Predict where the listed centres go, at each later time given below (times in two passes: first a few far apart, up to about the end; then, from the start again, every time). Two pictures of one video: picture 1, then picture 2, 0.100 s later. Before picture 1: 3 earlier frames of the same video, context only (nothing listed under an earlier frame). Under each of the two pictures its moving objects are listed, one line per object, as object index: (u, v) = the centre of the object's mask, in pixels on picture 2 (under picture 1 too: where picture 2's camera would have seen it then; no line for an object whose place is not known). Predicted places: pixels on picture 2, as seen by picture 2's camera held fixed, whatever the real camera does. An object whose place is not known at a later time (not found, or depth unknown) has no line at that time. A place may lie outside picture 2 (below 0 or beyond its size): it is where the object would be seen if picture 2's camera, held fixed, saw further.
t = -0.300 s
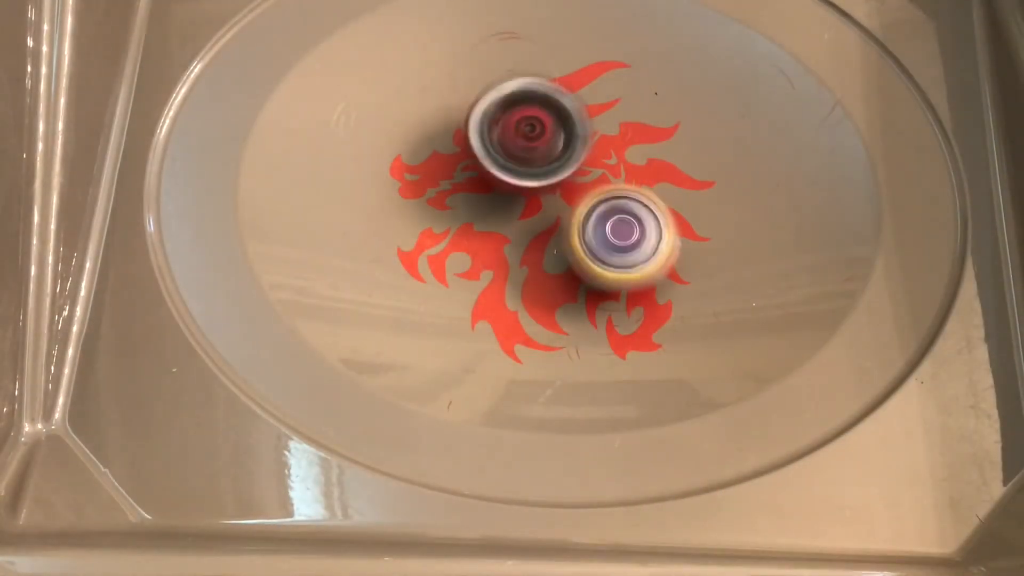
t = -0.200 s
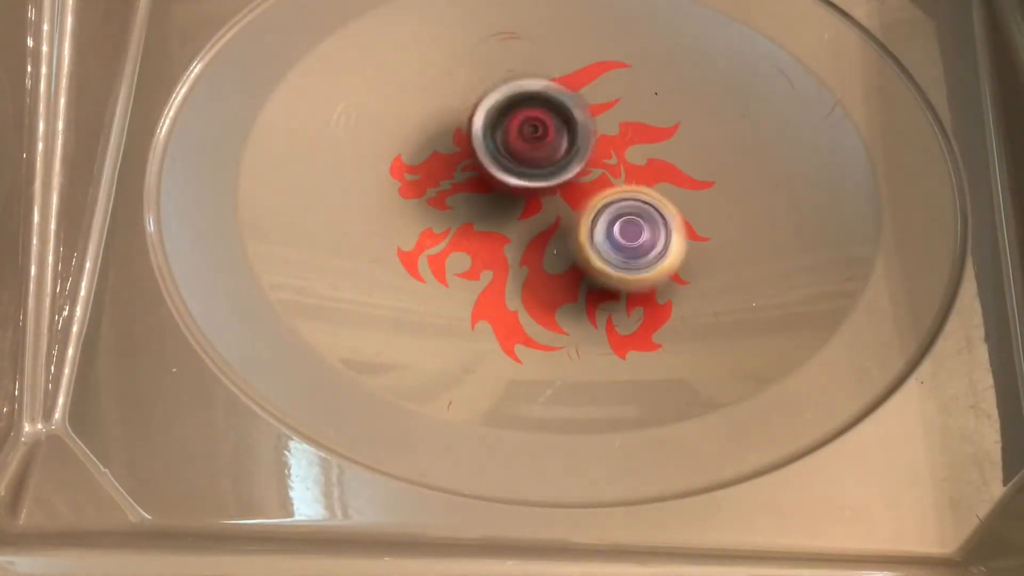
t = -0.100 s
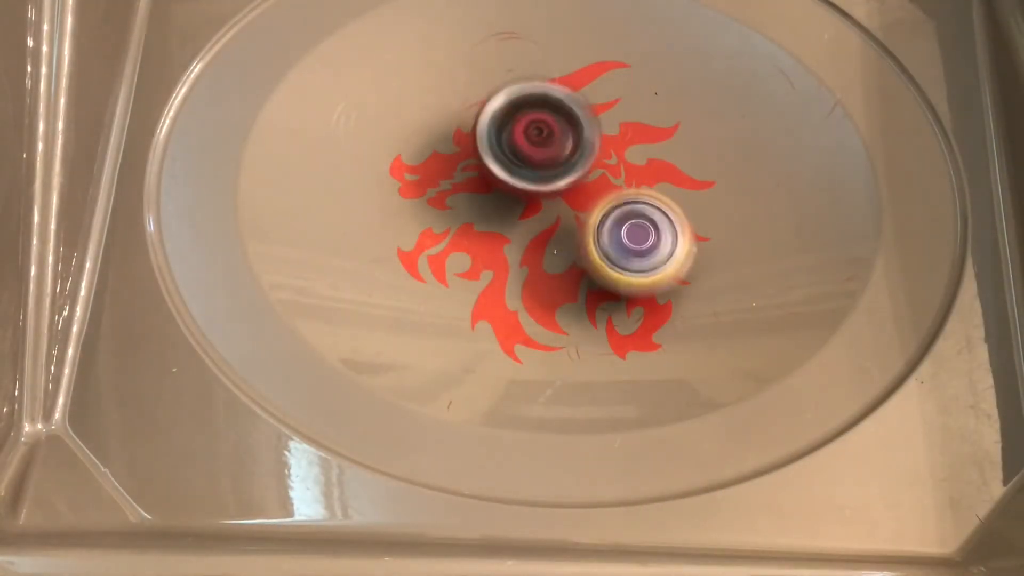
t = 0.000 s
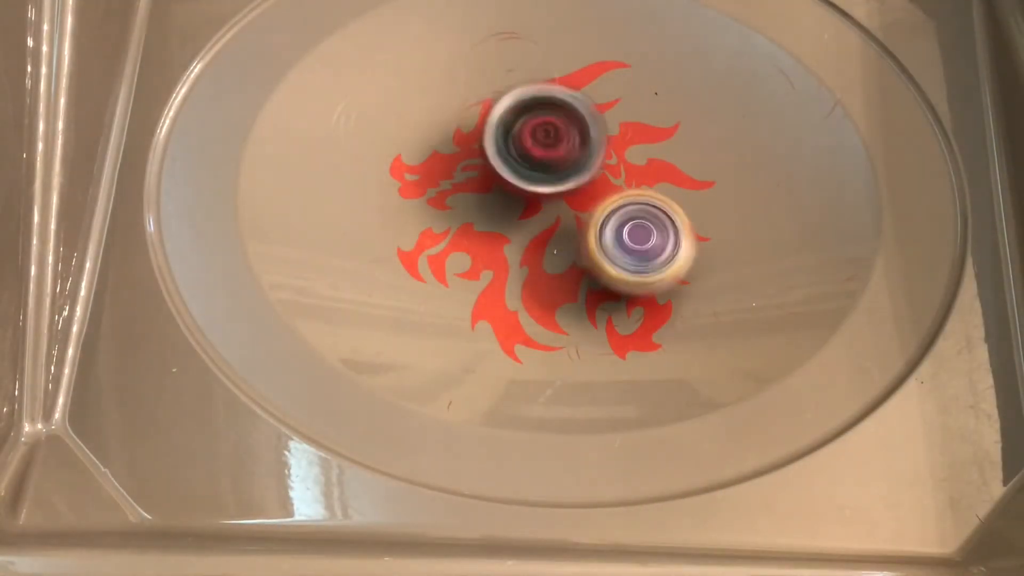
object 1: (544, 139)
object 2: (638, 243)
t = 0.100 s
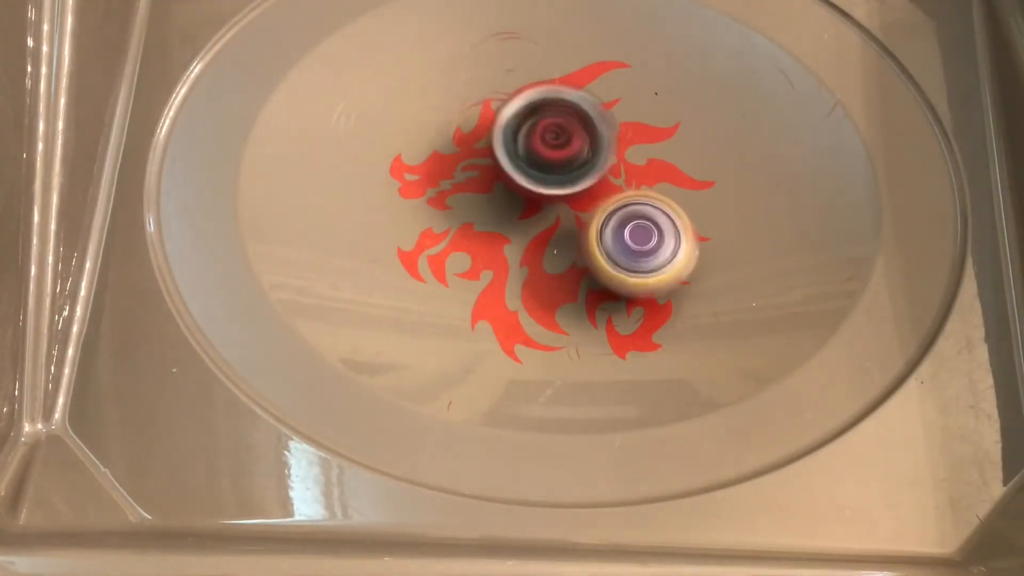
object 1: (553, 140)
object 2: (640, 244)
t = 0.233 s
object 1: (564, 142)
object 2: (637, 244)
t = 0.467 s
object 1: (572, 130)
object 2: (632, 242)
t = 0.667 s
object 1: (561, 112)
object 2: (627, 240)
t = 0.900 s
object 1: (531, 93)
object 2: (615, 229)
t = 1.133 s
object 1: (511, 107)
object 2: (604, 211)
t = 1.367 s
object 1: (481, 114)
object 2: (624, 220)
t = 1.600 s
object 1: (484, 134)
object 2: (637, 235)
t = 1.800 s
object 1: (505, 161)
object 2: (630, 246)
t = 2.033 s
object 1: (515, 157)
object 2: (633, 263)
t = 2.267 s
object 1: (507, 135)
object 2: (636, 256)
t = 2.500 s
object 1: (498, 126)
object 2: (620, 237)
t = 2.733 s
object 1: (504, 130)
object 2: (618, 207)
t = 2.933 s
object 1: (490, 125)
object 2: (651, 201)
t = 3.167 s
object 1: (479, 112)
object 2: (684, 208)
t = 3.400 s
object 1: (495, 128)
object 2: (673, 214)
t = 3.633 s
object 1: (512, 141)
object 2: (648, 217)
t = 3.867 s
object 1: (442, 108)
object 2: (710, 242)
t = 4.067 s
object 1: (439, 118)
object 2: (703, 234)
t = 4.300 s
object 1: (488, 149)
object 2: (663, 200)
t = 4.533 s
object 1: (527, 160)
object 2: (676, 158)
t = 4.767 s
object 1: (548, 144)
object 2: (703, 127)
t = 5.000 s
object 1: (556, 123)
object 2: (684, 131)
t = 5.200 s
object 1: (500, 126)
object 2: (666, 141)
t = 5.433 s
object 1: (473, 163)
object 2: (624, 133)
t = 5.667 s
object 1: (502, 209)
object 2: (593, 104)
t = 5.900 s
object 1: (564, 213)
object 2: (576, 83)
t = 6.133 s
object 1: (617, 189)
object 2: (558, 87)
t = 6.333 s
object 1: (630, 171)
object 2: (541, 95)
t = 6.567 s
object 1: (631, 171)
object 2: (519, 96)
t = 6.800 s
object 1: (620, 177)
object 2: (501, 107)
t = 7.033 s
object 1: (610, 192)
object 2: (493, 120)
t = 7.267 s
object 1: (608, 210)
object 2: (480, 131)
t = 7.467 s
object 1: (611, 219)
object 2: (470, 136)
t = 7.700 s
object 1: (609, 219)
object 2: (469, 150)
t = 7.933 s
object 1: (595, 218)
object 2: (471, 164)
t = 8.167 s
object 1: (579, 224)
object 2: (465, 178)
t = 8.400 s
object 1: (581, 231)
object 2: (459, 186)
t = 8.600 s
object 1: (584, 228)
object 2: (463, 194)
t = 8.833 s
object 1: (627, 220)
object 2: (449, 178)
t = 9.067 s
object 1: (628, 193)
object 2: (478, 185)
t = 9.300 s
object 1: (604, 175)
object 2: (479, 211)
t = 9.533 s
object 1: (596, 178)
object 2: (451, 222)
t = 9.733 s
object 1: (591, 193)
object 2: (459, 215)
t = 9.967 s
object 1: (655, 201)
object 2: (452, 207)
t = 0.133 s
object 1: (554, 140)
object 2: (640, 244)
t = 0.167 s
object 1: (560, 141)
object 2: (639, 244)
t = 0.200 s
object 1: (562, 142)
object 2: (638, 244)
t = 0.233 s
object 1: (564, 142)
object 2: (637, 244)
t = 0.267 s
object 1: (567, 140)
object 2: (638, 244)
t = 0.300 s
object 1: (570, 141)
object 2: (637, 244)
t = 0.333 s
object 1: (569, 139)
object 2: (637, 244)
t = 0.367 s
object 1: (571, 135)
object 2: (635, 243)
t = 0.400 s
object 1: (574, 134)
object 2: (634, 244)
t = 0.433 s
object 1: (572, 134)
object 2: (633, 244)
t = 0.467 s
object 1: (572, 130)
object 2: (632, 242)
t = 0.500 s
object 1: (574, 129)
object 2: (631, 240)
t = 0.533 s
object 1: (573, 129)
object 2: (628, 238)
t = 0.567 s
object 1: (572, 127)
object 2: (627, 237)
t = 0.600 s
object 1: (569, 122)
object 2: (627, 239)
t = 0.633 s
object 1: (565, 116)
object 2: (628, 240)
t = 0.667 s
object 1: (561, 112)
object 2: (627, 240)
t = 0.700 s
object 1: (558, 107)
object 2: (626, 239)
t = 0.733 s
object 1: (553, 104)
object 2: (624, 238)
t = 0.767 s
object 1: (549, 101)
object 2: (622, 237)
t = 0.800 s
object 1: (545, 98)
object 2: (620, 235)
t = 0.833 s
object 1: (540, 96)
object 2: (619, 233)
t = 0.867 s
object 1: (535, 94)
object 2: (616, 231)
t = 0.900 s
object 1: (531, 93)
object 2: (615, 229)
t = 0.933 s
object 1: (527, 94)
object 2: (613, 227)
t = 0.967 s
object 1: (524, 92)
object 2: (611, 224)
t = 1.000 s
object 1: (523, 94)
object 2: (609, 222)
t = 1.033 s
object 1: (519, 96)
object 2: (608, 220)
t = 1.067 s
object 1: (517, 97)
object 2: (607, 217)
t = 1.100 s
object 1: (515, 99)
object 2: (606, 215)
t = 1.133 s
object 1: (511, 107)
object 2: (604, 211)
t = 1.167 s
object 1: (509, 109)
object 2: (603, 208)
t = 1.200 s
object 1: (508, 115)
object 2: (602, 205)
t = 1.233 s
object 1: (505, 118)
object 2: (604, 206)
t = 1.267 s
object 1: (493, 114)
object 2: (614, 214)
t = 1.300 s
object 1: (488, 116)
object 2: (620, 218)
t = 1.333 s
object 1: (484, 116)
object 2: (622, 219)
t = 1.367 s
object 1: (481, 114)
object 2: (624, 220)
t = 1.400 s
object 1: (482, 116)
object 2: (629, 223)
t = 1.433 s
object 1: (480, 117)
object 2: (631, 225)
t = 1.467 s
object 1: (481, 117)
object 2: (634, 226)
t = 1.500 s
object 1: (482, 121)
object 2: (634, 229)
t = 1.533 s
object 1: (481, 125)
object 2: (635, 231)
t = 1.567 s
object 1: (482, 128)
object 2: (637, 233)
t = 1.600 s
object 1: (484, 134)
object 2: (637, 235)
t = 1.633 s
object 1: (484, 139)
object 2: (636, 237)
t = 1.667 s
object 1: (487, 143)
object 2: (636, 240)
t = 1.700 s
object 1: (492, 149)
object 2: (636, 242)
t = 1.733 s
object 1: (495, 154)
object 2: (635, 243)
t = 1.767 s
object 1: (499, 157)
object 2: (632, 245)
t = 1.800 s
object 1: (505, 161)
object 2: (630, 246)
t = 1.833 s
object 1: (510, 166)
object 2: (628, 247)
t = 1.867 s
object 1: (517, 168)
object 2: (625, 247)
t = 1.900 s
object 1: (523, 171)
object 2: (622, 248)
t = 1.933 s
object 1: (523, 170)
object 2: (625, 252)
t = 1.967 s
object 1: (518, 164)
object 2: (631, 261)
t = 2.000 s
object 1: (517, 162)
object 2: (632, 263)
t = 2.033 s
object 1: (515, 157)
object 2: (633, 263)
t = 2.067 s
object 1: (515, 152)
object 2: (635, 264)
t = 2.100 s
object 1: (513, 149)
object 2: (637, 264)
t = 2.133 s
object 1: (511, 146)
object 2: (637, 263)
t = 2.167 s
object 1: (511, 142)
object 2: (637, 262)
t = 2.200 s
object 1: (509, 141)
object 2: (638, 261)
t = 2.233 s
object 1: (506, 136)
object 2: (637, 258)
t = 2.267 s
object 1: (507, 135)
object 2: (636, 256)
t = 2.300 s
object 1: (504, 133)
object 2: (634, 256)
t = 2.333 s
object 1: (502, 130)
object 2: (632, 253)
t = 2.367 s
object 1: (502, 129)
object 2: (629, 250)
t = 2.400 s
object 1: (499, 128)
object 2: (625, 247)
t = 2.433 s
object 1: (499, 127)
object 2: (624, 245)
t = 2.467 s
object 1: (499, 127)
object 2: (622, 241)
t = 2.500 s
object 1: (498, 126)
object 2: (620, 237)
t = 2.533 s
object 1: (499, 126)
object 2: (618, 233)
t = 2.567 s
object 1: (499, 126)
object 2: (618, 230)
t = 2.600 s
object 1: (499, 126)
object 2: (617, 225)
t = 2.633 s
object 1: (501, 126)
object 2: (617, 221)
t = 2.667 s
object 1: (501, 128)
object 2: (617, 218)
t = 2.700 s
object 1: (502, 128)
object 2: (618, 213)
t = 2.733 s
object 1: (504, 130)
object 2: (618, 207)
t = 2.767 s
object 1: (505, 130)
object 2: (619, 204)
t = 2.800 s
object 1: (509, 132)
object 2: (621, 200)
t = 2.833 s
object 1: (511, 134)
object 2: (623, 195)
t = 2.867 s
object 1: (503, 130)
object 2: (632, 197)
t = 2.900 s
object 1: (496, 126)
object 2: (645, 201)
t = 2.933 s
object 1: (490, 125)
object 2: (651, 201)
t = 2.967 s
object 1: (485, 120)
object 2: (659, 201)
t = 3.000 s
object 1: (482, 119)
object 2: (666, 205)
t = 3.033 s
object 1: (478, 118)
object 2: (670, 204)
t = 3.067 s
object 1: (477, 114)
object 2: (676, 205)
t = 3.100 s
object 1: (477, 114)
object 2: (680, 206)
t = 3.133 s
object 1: (476, 113)
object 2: (682, 207)
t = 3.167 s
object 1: (479, 112)
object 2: (684, 208)
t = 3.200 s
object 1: (479, 113)
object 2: (685, 210)
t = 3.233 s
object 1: (480, 112)
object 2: (685, 211)
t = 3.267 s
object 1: (484, 115)
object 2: (685, 212)
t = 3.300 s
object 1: (485, 117)
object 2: (683, 213)
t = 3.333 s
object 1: (488, 120)
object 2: (681, 214)
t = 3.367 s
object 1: (492, 127)
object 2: (677, 214)
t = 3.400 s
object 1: (495, 128)
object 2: (673, 214)
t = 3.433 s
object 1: (501, 133)
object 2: (667, 214)
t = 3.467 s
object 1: (505, 137)
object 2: (662, 213)
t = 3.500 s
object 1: (511, 139)
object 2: (656, 212)
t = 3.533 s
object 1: (517, 144)
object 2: (649, 212)
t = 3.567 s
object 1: (521, 145)
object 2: (643, 210)
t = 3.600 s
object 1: (529, 146)
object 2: (635, 208)
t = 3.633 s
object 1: (512, 141)
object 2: (648, 217)
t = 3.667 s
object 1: (490, 130)
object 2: (672, 230)
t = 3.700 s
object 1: (472, 126)
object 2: (688, 239)
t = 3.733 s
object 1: (463, 122)
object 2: (696, 245)
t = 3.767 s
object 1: (458, 119)
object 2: (699, 244)
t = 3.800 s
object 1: (452, 114)
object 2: (703, 243)
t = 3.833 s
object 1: (448, 111)
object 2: (708, 243)
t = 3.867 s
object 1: (442, 108)
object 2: (710, 242)
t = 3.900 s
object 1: (439, 108)
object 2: (712, 241)
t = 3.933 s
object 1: (435, 107)
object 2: (714, 241)
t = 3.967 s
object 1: (435, 108)
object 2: (712, 240)
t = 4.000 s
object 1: (434, 111)
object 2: (707, 239)
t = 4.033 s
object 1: (436, 114)
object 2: (706, 236)
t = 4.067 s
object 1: (439, 118)
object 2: (703, 234)
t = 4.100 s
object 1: (442, 121)
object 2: (698, 231)
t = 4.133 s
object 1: (447, 126)
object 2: (693, 226)
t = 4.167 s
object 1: (453, 128)
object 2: (688, 223)
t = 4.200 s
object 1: (460, 133)
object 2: (681, 218)
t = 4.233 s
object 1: (467, 138)
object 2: (674, 211)
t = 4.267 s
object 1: (479, 145)
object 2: (668, 205)
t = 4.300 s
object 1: (488, 149)
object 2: (663, 200)
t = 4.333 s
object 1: (498, 151)
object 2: (657, 195)
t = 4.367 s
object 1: (507, 155)
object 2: (652, 188)
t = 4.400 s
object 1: (521, 161)
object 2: (649, 181)
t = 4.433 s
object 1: (526, 161)
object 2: (648, 174)
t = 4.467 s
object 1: (523, 161)
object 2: (661, 170)
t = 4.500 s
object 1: (520, 162)
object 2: (671, 164)
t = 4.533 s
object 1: (527, 160)
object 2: (676, 158)
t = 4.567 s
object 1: (530, 159)
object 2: (682, 150)
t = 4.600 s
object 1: (534, 156)
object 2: (687, 144)
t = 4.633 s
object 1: (537, 154)
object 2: (692, 140)
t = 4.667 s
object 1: (542, 150)
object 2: (697, 134)
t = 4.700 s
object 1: (542, 149)
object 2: (699, 132)
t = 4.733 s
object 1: (546, 146)
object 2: (702, 129)
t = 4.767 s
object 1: (548, 144)
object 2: (703, 127)
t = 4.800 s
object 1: (551, 139)
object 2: (703, 128)
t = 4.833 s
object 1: (550, 138)
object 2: (703, 126)
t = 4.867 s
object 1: (554, 133)
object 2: (701, 128)
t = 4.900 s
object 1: (553, 132)
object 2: (700, 128)
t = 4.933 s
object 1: (555, 127)
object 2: (695, 128)
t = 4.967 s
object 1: (554, 127)
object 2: (691, 131)
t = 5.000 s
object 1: (556, 123)
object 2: (684, 131)
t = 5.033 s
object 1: (554, 123)
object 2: (676, 133)
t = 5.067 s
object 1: (551, 120)
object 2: (673, 135)
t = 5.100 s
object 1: (532, 123)
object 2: (678, 136)
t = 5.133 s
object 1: (518, 122)
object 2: (679, 140)
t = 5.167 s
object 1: (508, 123)
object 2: (672, 141)
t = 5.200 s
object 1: (500, 126)
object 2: (666, 141)
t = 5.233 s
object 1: (491, 129)
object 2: (662, 140)
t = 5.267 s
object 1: (486, 134)
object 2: (654, 139)
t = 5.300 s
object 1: (481, 137)
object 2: (649, 139)
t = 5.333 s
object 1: (475, 146)
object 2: (643, 139)
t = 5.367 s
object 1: (475, 150)
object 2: (637, 138)
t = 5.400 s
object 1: (472, 158)
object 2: (631, 135)
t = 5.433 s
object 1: (473, 163)
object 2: (624, 133)
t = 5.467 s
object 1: (472, 170)
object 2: (620, 131)
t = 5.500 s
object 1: (475, 178)
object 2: (612, 127)
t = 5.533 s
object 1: (477, 184)
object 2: (608, 124)
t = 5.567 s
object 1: (481, 192)
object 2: (604, 119)
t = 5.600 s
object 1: (487, 199)
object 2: (599, 115)
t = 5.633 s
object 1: (493, 205)
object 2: (596, 109)
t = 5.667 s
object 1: (502, 209)
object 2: (593, 104)
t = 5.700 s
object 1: (508, 212)
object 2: (593, 101)
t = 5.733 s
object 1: (521, 218)
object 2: (590, 95)
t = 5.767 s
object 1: (529, 219)
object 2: (588, 93)
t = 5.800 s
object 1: (539, 221)
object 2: (585, 88)
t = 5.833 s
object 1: (548, 218)
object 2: (582, 86)
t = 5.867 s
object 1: (556, 217)
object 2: (581, 84)
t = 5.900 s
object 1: (564, 213)
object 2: (576, 83)
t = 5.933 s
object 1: (573, 211)
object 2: (575, 82)
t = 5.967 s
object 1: (582, 206)
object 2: (572, 81)
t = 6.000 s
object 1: (592, 199)
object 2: (569, 84)
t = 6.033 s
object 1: (597, 194)
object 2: (566, 85)
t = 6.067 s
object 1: (603, 188)
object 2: (563, 88)
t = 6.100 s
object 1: (610, 190)
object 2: (559, 84)
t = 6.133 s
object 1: (617, 189)
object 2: (558, 87)
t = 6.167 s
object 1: (621, 183)
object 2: (555, 90)
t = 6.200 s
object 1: (620, 182)
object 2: (548, 92)
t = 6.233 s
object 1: (621, 180)
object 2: (546, 94)
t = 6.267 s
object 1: (622, 178)
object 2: (544, 95)
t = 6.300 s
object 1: (629, 177)
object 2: (543, 95)
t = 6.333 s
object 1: (630, 171)
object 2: (541, 95)
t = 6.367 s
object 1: (630, 170)
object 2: (538, 97)
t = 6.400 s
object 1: (631, 170)
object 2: (534, 95)
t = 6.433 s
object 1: (632, 170)
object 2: (534, 95)
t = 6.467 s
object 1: (633, 169)
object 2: (530, 95)
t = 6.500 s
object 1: (630, 169)
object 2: (525, 96)
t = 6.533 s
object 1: (630, 171)
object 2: (522, 94)
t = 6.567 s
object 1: (631, 171)
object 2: (519, 96)
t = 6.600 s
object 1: (630, 170)
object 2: (516, 97)
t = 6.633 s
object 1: (629, 170)
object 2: (511, 98)
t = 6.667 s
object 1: (626, 172)
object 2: (509, 98)
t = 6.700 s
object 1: (626, 173)
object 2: (507, 101)
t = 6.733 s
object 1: (624, 173)
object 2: (506, 102)
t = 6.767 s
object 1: (621, 174)
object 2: (502, 104)
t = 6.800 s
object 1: (620, 177)
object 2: (501, 107)
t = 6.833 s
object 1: (618, 178)
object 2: (499, 110)
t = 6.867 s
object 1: (618, 180)
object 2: (498, 112)
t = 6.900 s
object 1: (615, 182)
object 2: (496, 113)
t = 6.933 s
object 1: (612, 186)
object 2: (497, 114)
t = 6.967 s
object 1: (613, 188)
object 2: (496, 116)
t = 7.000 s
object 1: (611, 190)
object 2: (495, 119)
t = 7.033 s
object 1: (610, 192)
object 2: (493, 120)
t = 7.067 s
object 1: (609, 195)
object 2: (491, 122)
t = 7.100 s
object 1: (608, 198)
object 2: (490, 124)
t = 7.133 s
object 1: (609, 201)
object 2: (488, 126)
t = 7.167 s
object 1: (607, 202)
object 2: (486, 127)
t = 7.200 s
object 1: (607, 206)
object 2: (484, 128)
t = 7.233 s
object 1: (608, 208)
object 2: (483, 129)
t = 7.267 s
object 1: (608, 210)
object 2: (480, 131)
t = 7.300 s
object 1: (609, 213)
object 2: (479, 131)
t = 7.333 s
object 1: (610, 214)
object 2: (477, 131)
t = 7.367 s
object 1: (609, 216)
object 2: (476, 132)
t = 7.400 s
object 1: (611, 218)
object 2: (473, 133)
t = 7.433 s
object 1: (611, 218)
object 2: (472, 134)
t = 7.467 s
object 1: (611, 219)
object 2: (470, 136)
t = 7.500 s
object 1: (612, 220)
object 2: (469, 138)
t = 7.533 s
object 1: (612, 220)
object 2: (468, 140)
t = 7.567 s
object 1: (612, 220)
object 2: (468, 142)
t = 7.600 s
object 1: (611, 218)
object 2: (468, 144)
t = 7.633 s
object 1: (608, 220)
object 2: (468, 147)
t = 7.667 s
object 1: (609, 221)
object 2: (469, 148)
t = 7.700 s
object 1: (609, 219)
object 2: (469, 150)
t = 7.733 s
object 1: (607, 218)
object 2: (471, 153)
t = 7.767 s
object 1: (604, 218)
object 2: (471, 155)
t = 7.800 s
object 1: (602, 219)
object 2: (471, 156)
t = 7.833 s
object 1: (602, 219)
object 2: (471, 158)
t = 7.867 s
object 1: (600, 217)
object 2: (472, 160)
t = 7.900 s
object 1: (596, 218)
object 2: (471, 162)
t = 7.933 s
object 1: (595, 218)
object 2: (471, 164)
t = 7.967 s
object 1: (593, 218)
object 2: (470, 167)
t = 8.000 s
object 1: (591, 219)
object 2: (470, 169)
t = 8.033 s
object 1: (588, 218)
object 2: (468, 171)
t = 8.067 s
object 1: (584, 220)
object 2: (468, 173)
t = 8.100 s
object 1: (583, 222)
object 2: (467, 175)
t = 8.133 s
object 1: (581, 223)
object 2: (467, 176)
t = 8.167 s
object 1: (579, 224)
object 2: (465, 178)
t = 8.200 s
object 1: (577, 224)
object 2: (464, 180)
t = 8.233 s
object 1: (577, 225)
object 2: (462, 181)
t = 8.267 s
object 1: (577, 227)
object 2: (461, 181)
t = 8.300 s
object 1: (579, 228)
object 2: (460, 182)
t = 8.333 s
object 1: (578, 228)
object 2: (460, 183)
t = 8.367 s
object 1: (577, 231)
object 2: (459, 184)
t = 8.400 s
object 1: (581, 231)
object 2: (459, 186)
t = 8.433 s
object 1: (581, 230)
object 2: (459, 188)
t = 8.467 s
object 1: (581, 231)
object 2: (460, 190)
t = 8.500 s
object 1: (582, 231)
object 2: (460, 190)
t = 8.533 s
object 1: (582, 231)
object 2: (461, 191)
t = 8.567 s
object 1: (584, 230)
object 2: (462, 192)
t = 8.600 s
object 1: (584, 228)
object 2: (463, 194)
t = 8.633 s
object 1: (584, 229)
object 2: (462, 192)
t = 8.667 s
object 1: (600, 231)
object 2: (453, 185)
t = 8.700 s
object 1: (608, 228)
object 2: (449, 179)
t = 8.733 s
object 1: (609, 227)
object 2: (451, 180)
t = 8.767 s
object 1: (615, 226)
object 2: (448, 181)
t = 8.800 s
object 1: (623, 224)
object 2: (448, 181)
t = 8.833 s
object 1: (627, 220)
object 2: (449, 178)
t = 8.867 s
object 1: (628, 216)
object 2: (453, 180)
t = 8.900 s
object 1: (632, 212)
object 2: (455, 181)
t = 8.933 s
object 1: (634, 208)
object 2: (458, 182)
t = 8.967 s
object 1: (633, 203)
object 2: (462, 182)
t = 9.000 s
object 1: (633, 198)
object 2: (469, 182)
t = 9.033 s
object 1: (630, 196)
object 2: (472, 184)
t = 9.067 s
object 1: (628, 193)
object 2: (478, 185)
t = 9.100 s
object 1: (624, 189)
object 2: (481, 189)
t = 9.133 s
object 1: (621, 185)
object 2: (486, 191)
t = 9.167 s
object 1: (615, 184)
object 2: (490, 197)
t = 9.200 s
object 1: (612, 181)
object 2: (489, 199)
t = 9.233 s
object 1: (612, 177)
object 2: (487, 203)
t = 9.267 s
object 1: (606, 175)
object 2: (483, 207)
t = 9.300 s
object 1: (604, 175)
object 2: (479, 211)
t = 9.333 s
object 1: (604, 173)
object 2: (473, 214)
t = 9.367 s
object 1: (600, 172)
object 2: (469, 216)
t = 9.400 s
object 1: (596, 174)
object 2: (463, 219)
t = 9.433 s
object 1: (596, 177)
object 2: (458, 220)
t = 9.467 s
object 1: (597, 178)
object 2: (456, 221)
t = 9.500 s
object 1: (598, 179)
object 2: (454, 222)
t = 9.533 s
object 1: (596, 178)
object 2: (451, 222)
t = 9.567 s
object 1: (590, 178)
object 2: (449, 220)
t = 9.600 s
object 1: (586, 184)
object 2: (451, 219)
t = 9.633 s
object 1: (590, 191)
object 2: (451, 219)
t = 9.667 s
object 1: (595, 192)
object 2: (452, 218)
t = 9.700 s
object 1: (594, 190)
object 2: (454, 217)
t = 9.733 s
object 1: (591, 193)
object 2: (459, 215)
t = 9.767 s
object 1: (591, 197)
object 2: (466, 216)
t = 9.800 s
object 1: (595, 202)
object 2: (470, 216)
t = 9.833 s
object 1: (601, 202)
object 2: (475, 215)
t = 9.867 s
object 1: (612, 203)
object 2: (472, 214)
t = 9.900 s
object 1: (630, 205)
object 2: (459, 212)
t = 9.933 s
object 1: (643, 204)
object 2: (451, 210)
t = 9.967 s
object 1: (655, 201)
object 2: (452, 207)
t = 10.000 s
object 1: (658, 196)
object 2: (455, 211)
